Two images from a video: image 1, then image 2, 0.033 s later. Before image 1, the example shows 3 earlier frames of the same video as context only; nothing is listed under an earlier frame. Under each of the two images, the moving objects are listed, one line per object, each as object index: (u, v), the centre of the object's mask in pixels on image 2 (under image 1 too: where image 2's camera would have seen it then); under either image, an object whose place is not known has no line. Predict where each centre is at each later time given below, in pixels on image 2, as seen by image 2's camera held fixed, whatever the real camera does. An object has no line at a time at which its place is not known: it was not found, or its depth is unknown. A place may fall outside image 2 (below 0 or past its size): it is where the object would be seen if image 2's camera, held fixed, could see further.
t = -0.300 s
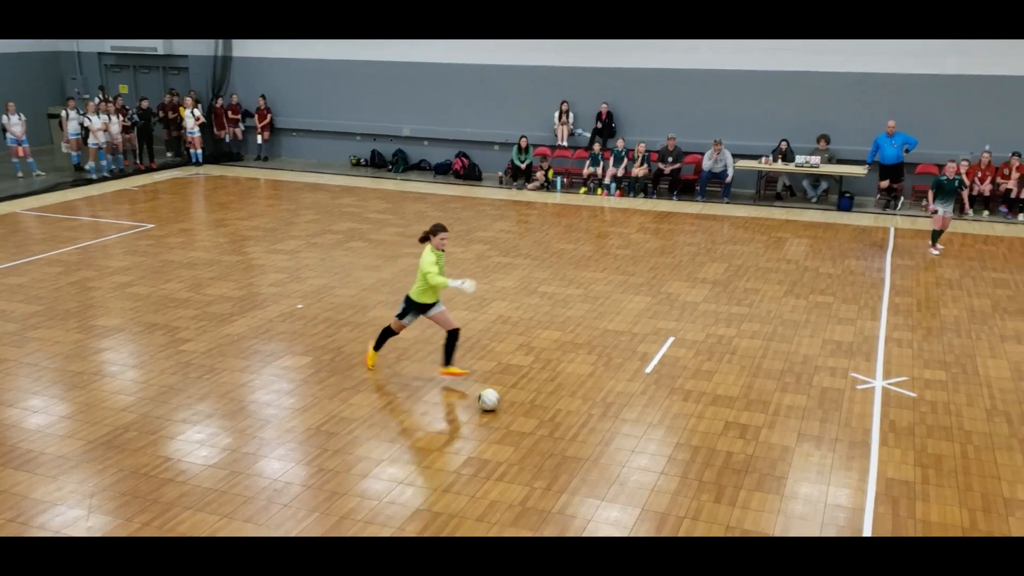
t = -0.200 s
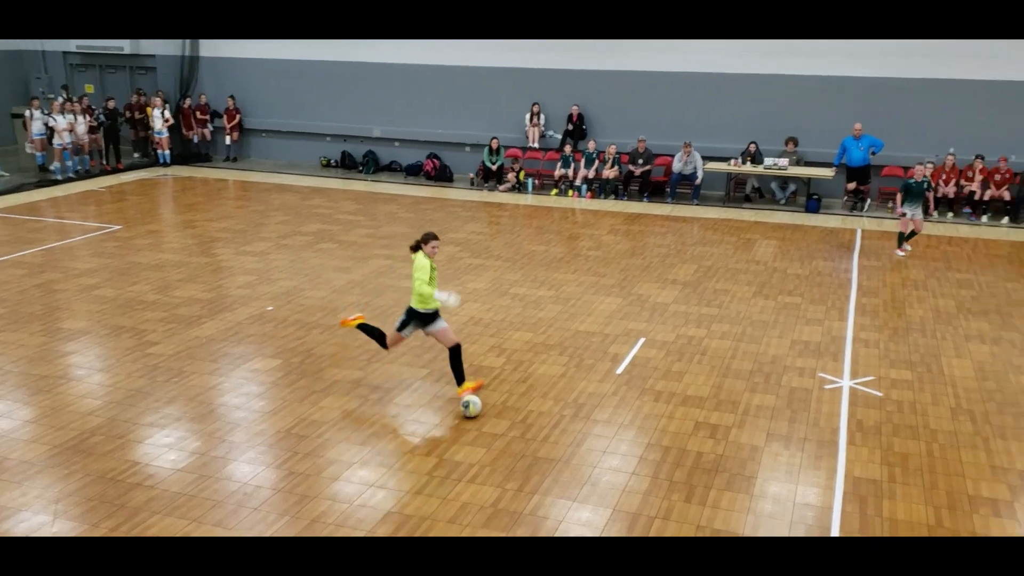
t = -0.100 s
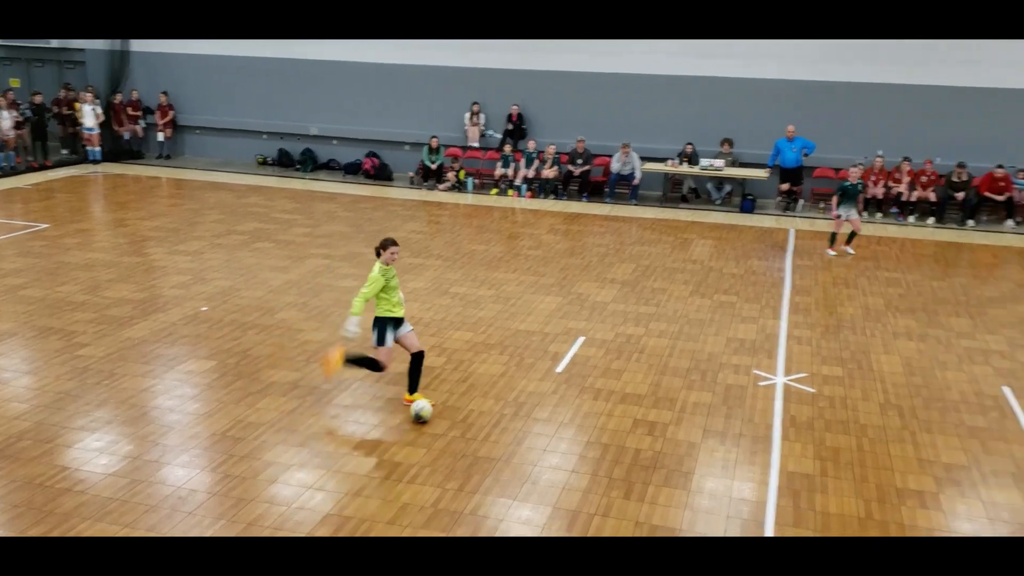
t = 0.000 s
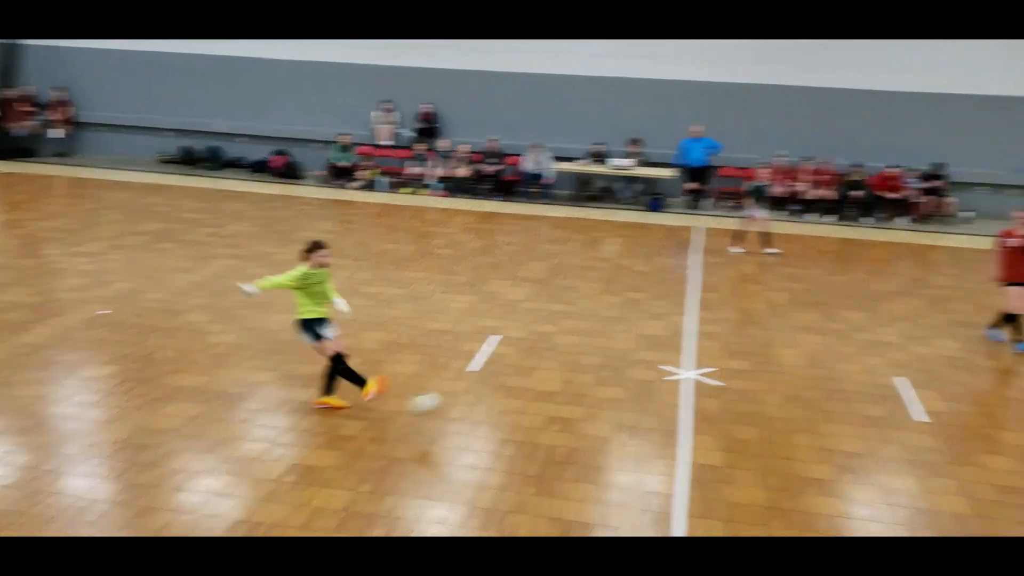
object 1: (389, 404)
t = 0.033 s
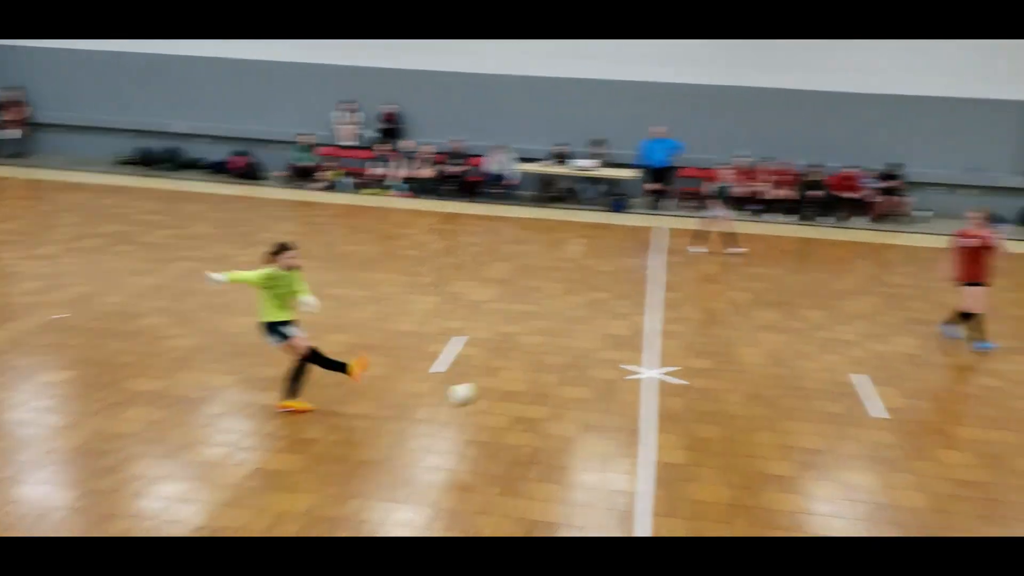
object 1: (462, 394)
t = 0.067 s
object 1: (535, 384)
